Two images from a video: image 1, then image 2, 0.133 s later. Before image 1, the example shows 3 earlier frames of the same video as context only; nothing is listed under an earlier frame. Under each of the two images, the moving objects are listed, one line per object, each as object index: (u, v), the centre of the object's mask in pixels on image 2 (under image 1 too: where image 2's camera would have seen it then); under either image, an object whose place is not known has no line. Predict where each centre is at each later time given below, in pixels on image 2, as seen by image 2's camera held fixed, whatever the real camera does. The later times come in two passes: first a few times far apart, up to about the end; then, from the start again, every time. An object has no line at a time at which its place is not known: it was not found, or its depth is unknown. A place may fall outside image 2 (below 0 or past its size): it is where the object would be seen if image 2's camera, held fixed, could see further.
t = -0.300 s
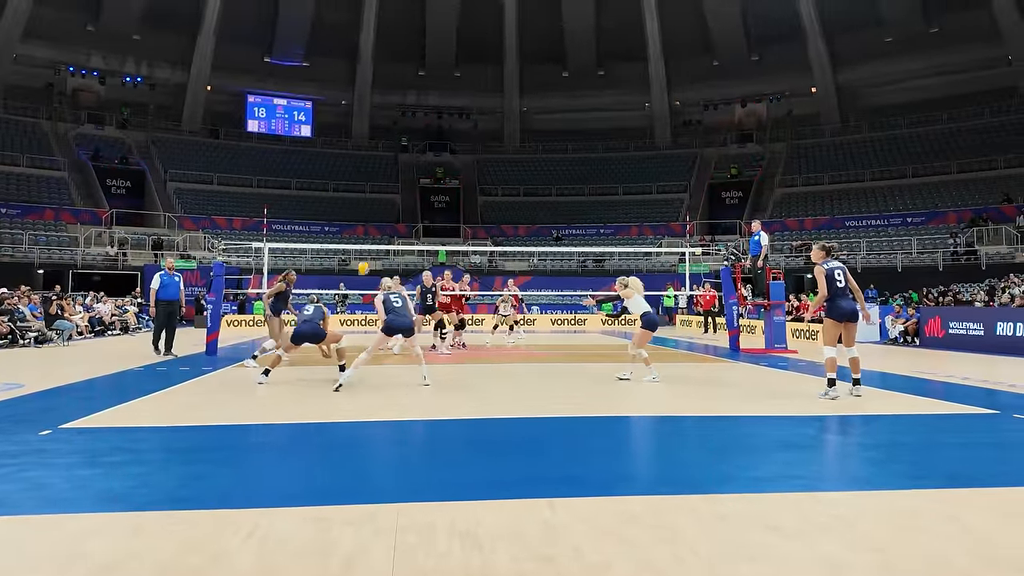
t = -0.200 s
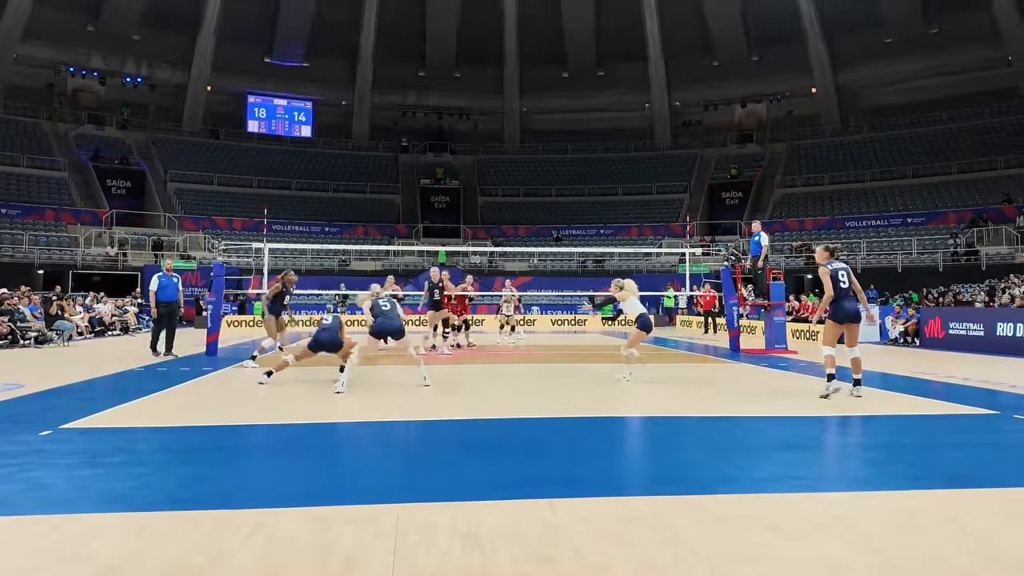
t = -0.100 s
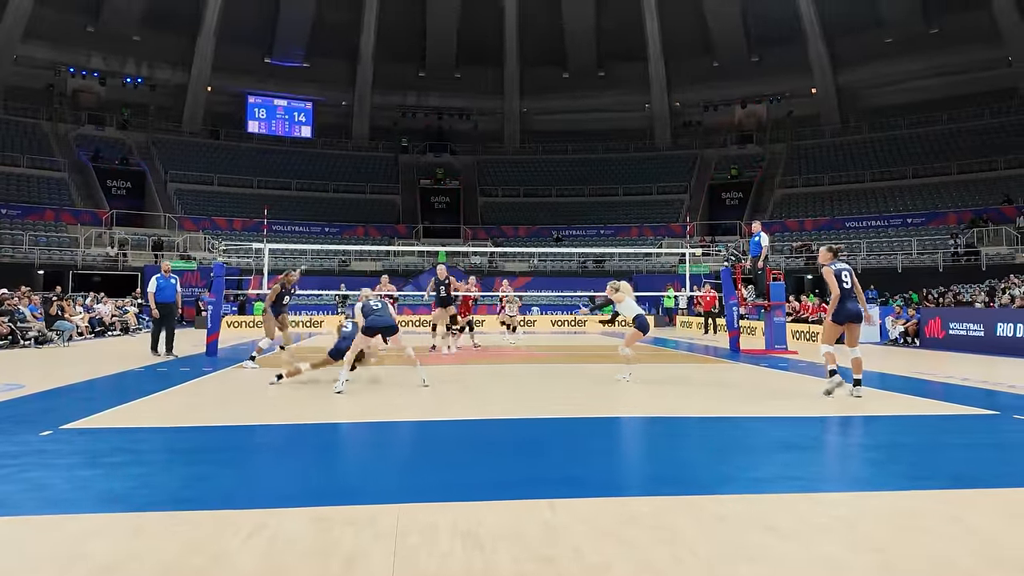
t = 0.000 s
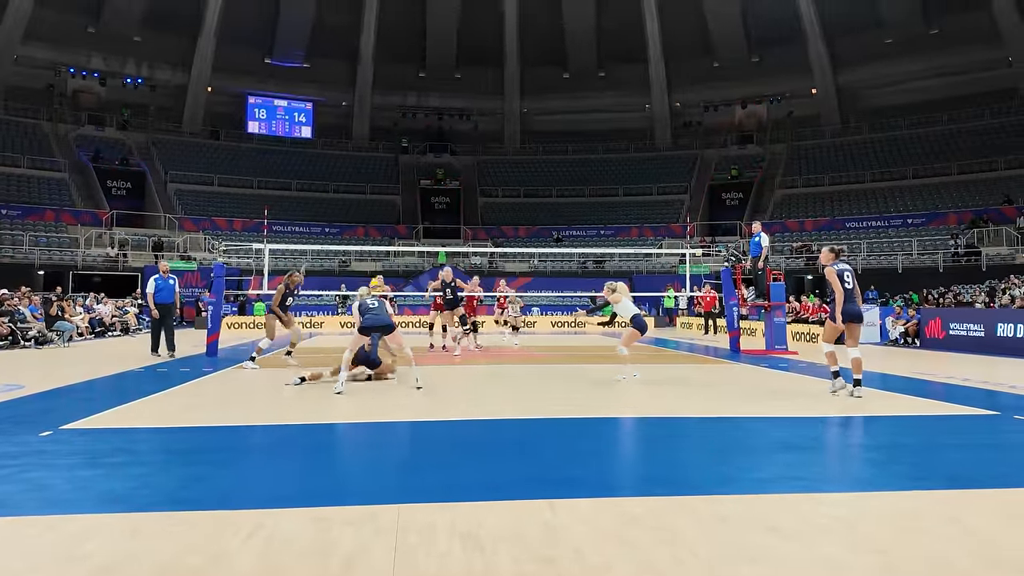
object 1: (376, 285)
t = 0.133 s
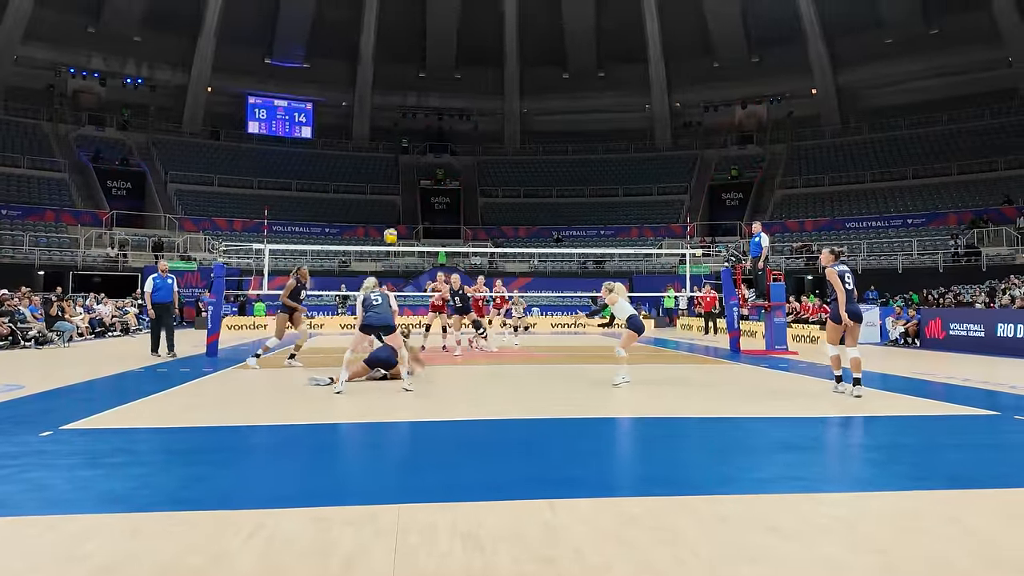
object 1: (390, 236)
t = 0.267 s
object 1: (402, 199)
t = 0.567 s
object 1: (426, 159)
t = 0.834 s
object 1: (444, 166)
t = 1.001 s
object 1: (455, 189)
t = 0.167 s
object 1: (393, 225)
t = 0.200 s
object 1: (396, 216)
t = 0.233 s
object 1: (399, 207)
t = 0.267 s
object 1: (402, 199)
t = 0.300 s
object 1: (405, 192)
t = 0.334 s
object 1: (408, 185)
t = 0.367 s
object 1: (411, 180)
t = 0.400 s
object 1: (413, 174)
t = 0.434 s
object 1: (416, 170)
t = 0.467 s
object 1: (418, 166)
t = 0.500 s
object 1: (421, 163)
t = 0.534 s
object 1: (423, 161)
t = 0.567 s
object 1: (426, 159)
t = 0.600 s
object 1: (428, 158)
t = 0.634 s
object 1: (431, 157)
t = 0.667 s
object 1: (433, 157)
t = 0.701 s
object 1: (435, 158)
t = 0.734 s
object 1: (437, 159)
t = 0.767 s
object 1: (440, 160)
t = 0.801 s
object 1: (442, 163)
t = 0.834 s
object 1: (444, 166)
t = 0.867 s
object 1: (446, 170)
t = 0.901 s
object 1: (448, 174)
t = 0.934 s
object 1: (450, 178)
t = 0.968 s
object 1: (453, 183)
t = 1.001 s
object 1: (455, 189)
